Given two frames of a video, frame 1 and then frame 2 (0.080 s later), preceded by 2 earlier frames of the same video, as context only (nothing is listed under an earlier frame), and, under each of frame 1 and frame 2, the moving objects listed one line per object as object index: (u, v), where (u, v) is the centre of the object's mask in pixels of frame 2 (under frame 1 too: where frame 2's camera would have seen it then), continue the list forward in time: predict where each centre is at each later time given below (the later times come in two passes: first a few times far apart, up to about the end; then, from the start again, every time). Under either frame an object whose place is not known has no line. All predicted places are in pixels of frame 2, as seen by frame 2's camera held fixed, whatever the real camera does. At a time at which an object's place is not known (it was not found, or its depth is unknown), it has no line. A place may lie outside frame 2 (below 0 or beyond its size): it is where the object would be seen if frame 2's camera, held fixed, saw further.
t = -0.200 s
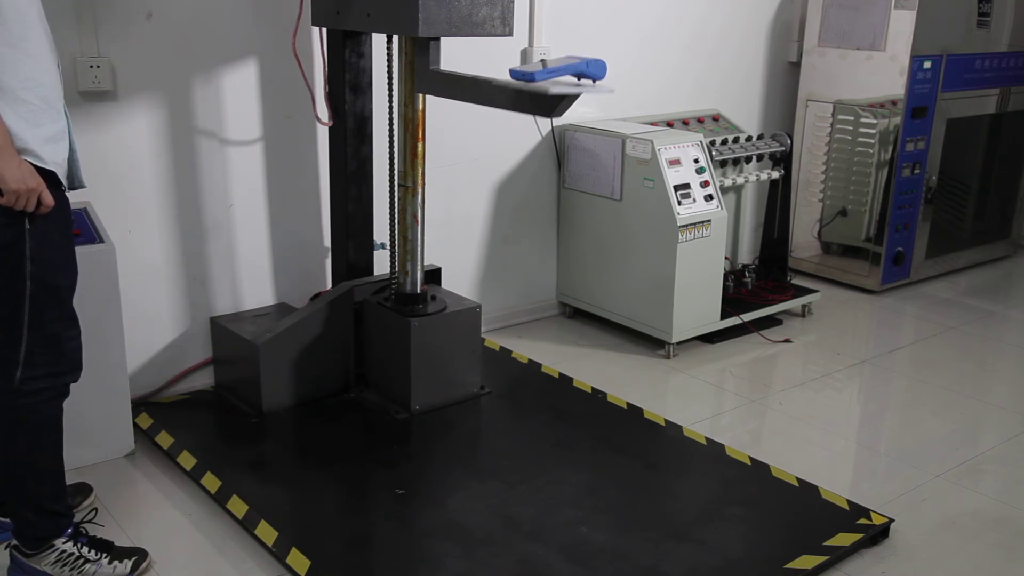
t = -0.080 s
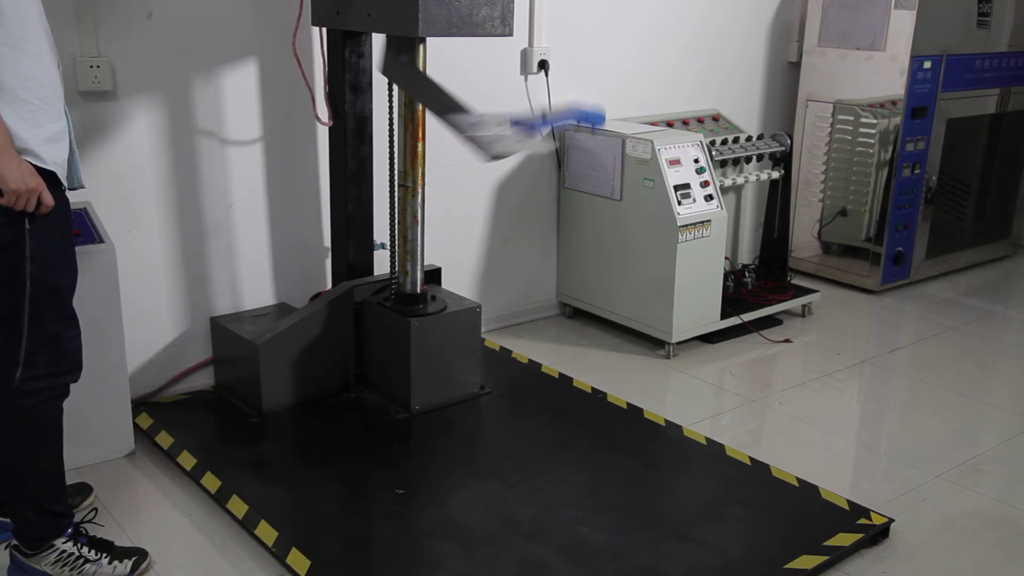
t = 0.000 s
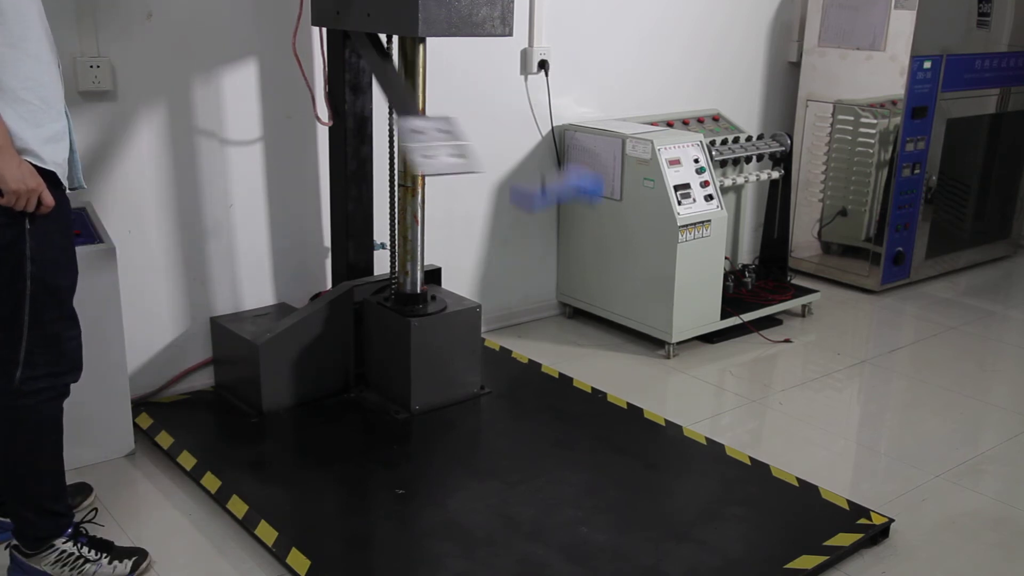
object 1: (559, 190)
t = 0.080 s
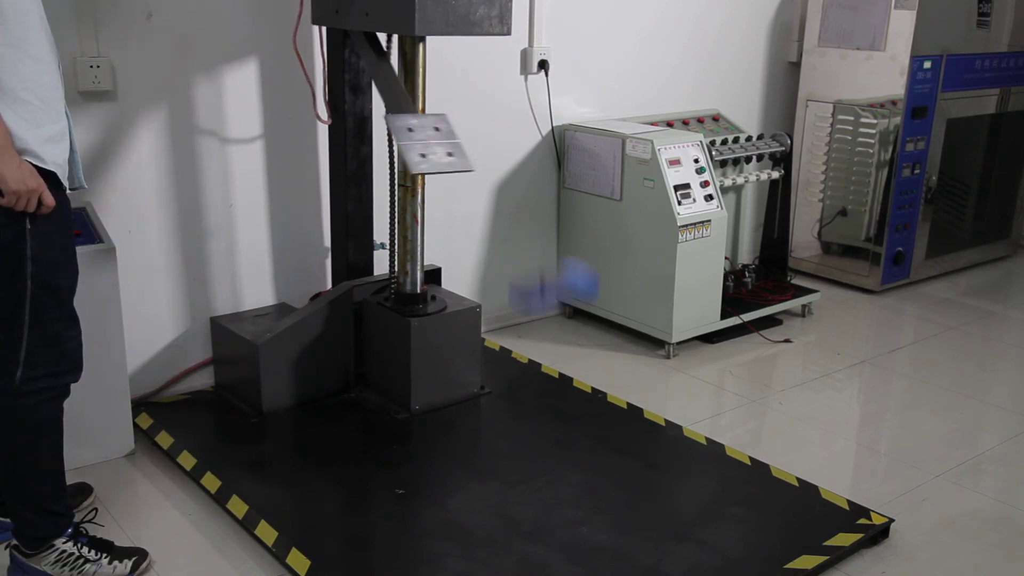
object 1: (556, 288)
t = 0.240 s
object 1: (547, 470)
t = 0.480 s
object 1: (529, 417)
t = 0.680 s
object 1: (520, 460)
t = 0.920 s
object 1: (511, 464)
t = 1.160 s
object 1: (511, 464)
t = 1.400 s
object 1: (511, 464)
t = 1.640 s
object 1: (511, 464)
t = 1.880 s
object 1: (511, 464)
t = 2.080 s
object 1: (511, 464)
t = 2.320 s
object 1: (511, 464)
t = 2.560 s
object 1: (511, 464)
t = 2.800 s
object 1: (511, 464)
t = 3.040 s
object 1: (511, 464)
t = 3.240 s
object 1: (511, 464)
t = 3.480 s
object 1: (511, 464)
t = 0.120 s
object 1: (565, 339)
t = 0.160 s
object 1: (550, 409)
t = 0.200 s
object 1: (549, 477)
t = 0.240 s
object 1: (547, 470)
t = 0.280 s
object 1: (544, 447)
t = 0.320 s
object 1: (542, 429)
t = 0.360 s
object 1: (541, 411)
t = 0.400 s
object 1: (536, 411)
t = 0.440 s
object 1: (533, 411)
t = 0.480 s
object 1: (529, 417)
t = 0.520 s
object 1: (525, 427)
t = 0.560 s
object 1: (523, 442)
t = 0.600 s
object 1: (526, 456)
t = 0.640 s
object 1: (521, 460)
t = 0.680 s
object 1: (520, 460)
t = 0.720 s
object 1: (515, 459)
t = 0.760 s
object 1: (513, 460)
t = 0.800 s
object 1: (513, 462)
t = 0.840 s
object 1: (511, 463)
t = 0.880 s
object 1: (511, 464)
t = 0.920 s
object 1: (511, 464)
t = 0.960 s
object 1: (511, 464)
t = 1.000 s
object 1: (511, 464)
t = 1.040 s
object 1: (511, 464)
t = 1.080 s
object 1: (511, 464)
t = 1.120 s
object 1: (511, 464)
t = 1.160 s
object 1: (511, 464)
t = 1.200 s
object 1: (511, 464)
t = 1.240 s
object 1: (511, 464)
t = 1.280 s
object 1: (511, 464)
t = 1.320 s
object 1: (511, 464)
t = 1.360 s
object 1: (511, 464)
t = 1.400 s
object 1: (511, 464)
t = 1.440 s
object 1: (511, 464)
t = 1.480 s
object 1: (511, 465)
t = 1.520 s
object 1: (511, 464)
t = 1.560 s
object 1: (511, 464)
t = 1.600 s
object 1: (511, 464)
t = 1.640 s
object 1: (511, 464)
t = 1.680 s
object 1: (511, 464)
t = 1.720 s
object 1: (511, 465)
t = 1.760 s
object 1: (511, 464)
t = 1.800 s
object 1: (511, 464)
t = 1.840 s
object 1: (511, 464)
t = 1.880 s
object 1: (511, 464)
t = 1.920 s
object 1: (511, 464)
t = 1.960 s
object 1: (511, 464)
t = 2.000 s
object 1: (511, 464)
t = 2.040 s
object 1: (511, 464)
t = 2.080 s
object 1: (511, 464)
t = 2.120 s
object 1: (511, 464)
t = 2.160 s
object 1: (511, 464)
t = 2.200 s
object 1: (511, 464)
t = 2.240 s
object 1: (511, 464)
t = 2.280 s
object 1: (511, 464)
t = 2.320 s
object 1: (511, 464)
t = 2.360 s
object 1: (511, 464)
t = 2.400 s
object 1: (511, 464)
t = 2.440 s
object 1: (511, 464)
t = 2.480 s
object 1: (511, 464)
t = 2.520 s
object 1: (511, 464)
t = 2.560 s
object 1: (511, 464)
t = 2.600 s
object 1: (511, 464)
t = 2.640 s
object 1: (511, 464)
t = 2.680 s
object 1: (511, 464)
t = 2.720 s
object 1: (511, 464)
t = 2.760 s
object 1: (511, 464)
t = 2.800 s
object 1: (511, 464)
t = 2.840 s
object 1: (511, 464)
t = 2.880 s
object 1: (511, 464)
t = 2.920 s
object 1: (511, 464)
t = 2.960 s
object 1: (511, 464)
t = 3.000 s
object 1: (511, 464)
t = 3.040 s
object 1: (511, 464)
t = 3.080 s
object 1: (511, 464)
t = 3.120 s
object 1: (511, 464)
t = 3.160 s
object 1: (511, 465)
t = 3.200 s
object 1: (511, 464)
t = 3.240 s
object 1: (511, 464)
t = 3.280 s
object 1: (511, 464)
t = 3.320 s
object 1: (511, 464)
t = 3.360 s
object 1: (511, 464)
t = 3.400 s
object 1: (511, 464)
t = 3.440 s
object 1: (511, 464)
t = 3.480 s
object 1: (511, 464)
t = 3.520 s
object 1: (511, 464)
